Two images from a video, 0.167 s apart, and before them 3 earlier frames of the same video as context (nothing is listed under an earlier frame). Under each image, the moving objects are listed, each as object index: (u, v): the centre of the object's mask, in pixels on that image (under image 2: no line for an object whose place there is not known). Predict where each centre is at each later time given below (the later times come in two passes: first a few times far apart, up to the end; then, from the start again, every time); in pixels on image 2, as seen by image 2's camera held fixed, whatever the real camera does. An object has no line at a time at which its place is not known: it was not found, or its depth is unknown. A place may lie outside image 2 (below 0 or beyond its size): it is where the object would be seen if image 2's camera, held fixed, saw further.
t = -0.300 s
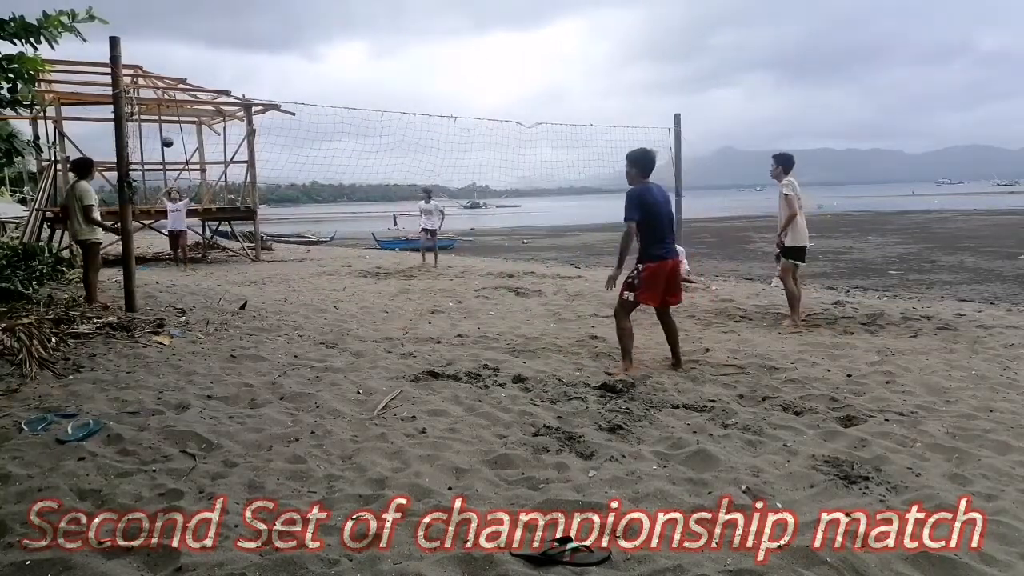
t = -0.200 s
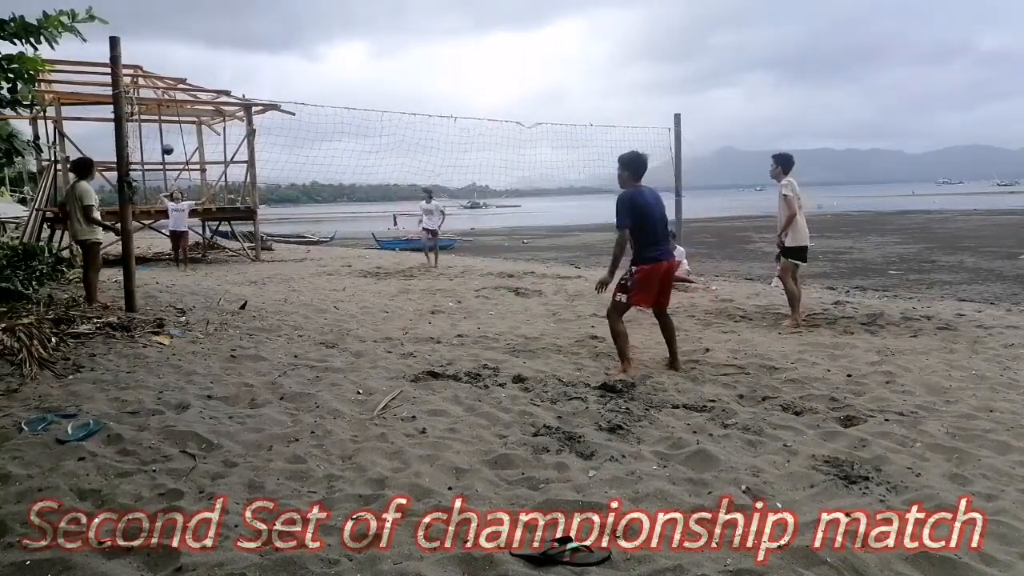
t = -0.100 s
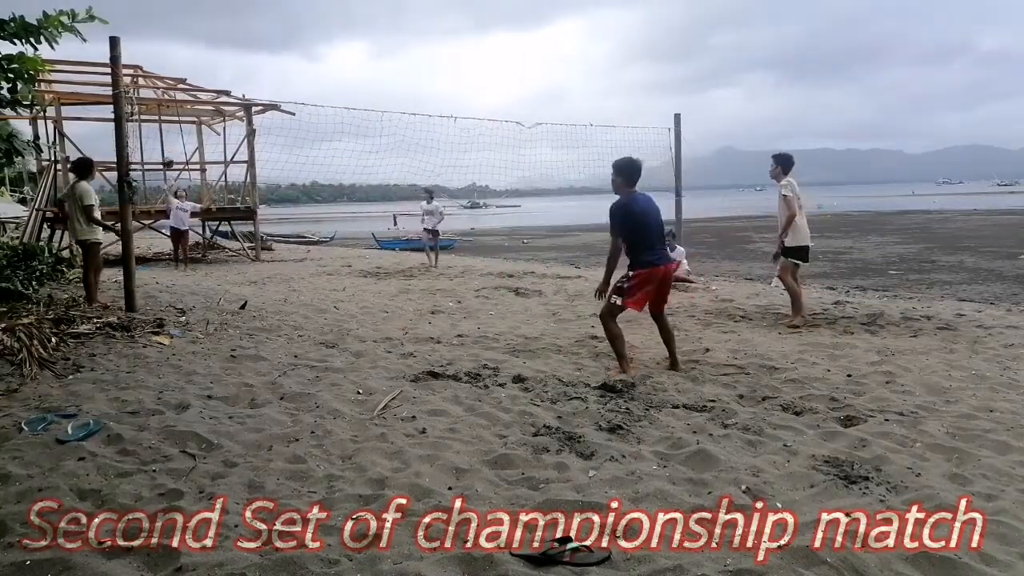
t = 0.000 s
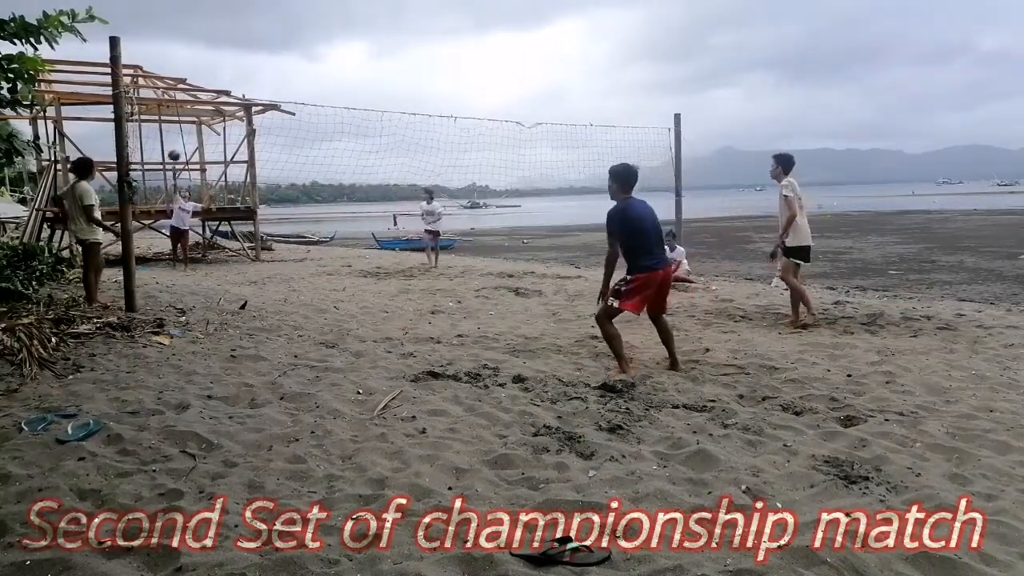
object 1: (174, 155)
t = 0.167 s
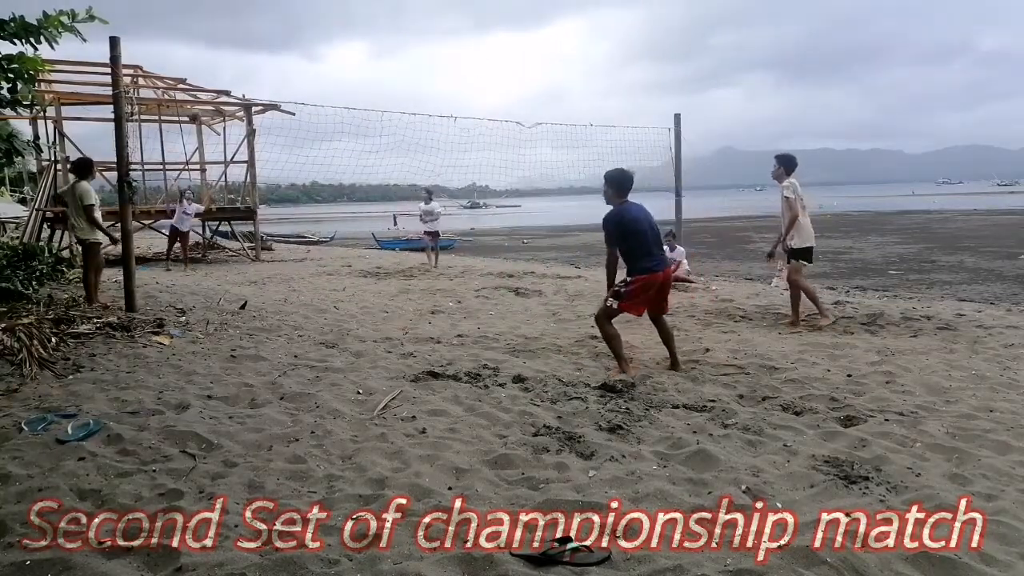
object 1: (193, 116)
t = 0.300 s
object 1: (215, 88)
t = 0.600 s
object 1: (289, 61)
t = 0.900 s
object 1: (411, 117)
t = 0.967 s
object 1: (447, 150)
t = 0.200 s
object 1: (198, 108)
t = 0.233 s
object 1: (204, 102)
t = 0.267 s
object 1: (210, 95)
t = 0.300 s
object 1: (215, 88)
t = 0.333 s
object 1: (222, 84)
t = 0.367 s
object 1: (229, 79)
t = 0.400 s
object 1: (236, 74)
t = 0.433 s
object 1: (244, 71)
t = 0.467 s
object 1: (252, 67)
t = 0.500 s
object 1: (260, 65)
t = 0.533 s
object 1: (270, 62)
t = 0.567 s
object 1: (279, 61)
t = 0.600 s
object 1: (289, 61)
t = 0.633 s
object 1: (299, 62)
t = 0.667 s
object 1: (311, 64)
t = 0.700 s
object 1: (323, 68)
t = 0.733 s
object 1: (336, 72)
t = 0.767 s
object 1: (349, 78)
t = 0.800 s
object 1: (364, 85)
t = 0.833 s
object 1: (379, 94)
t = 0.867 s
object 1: (395, 105)
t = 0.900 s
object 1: (411, 117)
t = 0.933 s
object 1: (429, 132)
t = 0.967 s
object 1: (447, 150)
